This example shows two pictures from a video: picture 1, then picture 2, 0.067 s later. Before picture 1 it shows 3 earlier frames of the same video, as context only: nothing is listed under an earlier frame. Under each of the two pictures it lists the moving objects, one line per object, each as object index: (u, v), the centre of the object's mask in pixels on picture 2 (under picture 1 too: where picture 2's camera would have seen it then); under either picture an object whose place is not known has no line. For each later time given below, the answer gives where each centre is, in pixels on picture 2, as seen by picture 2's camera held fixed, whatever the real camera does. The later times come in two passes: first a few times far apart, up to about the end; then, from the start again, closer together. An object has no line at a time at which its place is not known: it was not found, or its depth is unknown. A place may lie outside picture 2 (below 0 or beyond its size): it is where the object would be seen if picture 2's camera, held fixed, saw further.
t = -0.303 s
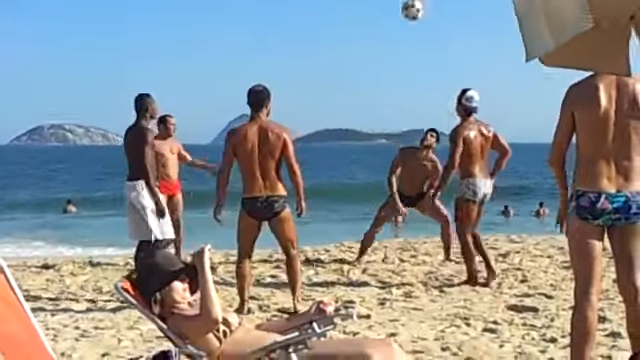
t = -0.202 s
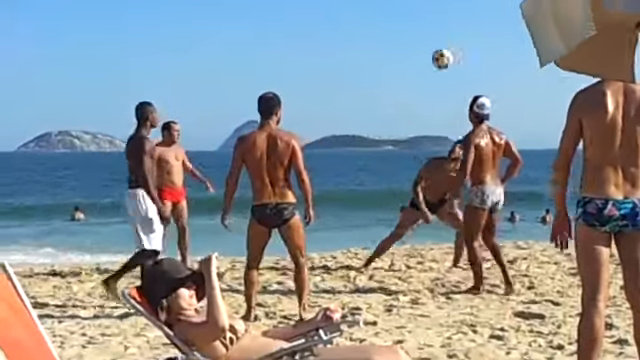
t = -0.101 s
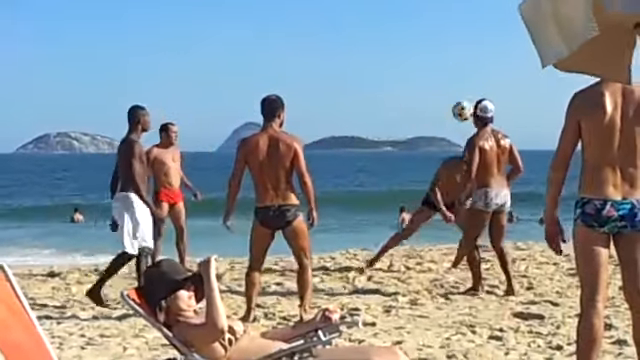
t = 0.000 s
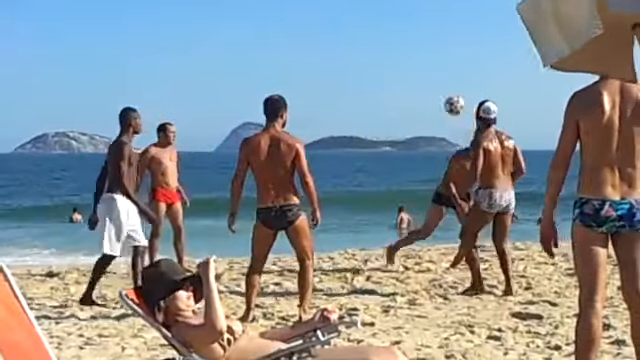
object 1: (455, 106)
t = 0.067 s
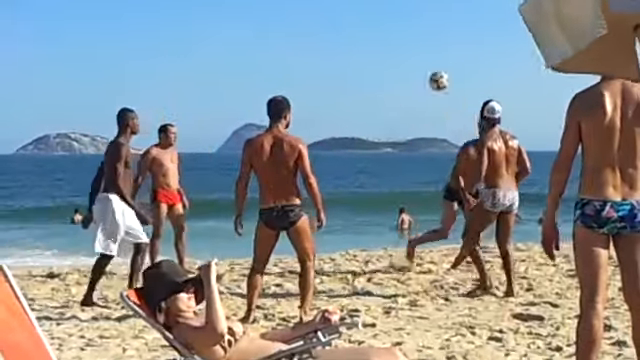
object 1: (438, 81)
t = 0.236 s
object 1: (397, 36)
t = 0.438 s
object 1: (350, 18)
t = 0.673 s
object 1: (300, 43)
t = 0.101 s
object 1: (430, 69)
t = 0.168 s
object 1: (414, 50)
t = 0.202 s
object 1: (405, 43)
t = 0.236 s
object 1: (397, 36)
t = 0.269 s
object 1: (389, 31)
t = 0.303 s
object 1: (382, 26)
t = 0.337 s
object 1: (374, 22)
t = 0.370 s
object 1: (366, 20)
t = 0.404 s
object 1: (358, 18)
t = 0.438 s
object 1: (350, 18)
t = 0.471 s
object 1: (343, 18)
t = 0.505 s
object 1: (336, 20)
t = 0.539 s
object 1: (328, 22)
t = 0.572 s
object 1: (320, 26)
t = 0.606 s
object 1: (313, 30)
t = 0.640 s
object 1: (307, 36)
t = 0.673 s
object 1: (300, 43)
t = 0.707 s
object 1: (293, 50)
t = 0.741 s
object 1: (286, 59)
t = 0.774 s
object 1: (279, 69)
